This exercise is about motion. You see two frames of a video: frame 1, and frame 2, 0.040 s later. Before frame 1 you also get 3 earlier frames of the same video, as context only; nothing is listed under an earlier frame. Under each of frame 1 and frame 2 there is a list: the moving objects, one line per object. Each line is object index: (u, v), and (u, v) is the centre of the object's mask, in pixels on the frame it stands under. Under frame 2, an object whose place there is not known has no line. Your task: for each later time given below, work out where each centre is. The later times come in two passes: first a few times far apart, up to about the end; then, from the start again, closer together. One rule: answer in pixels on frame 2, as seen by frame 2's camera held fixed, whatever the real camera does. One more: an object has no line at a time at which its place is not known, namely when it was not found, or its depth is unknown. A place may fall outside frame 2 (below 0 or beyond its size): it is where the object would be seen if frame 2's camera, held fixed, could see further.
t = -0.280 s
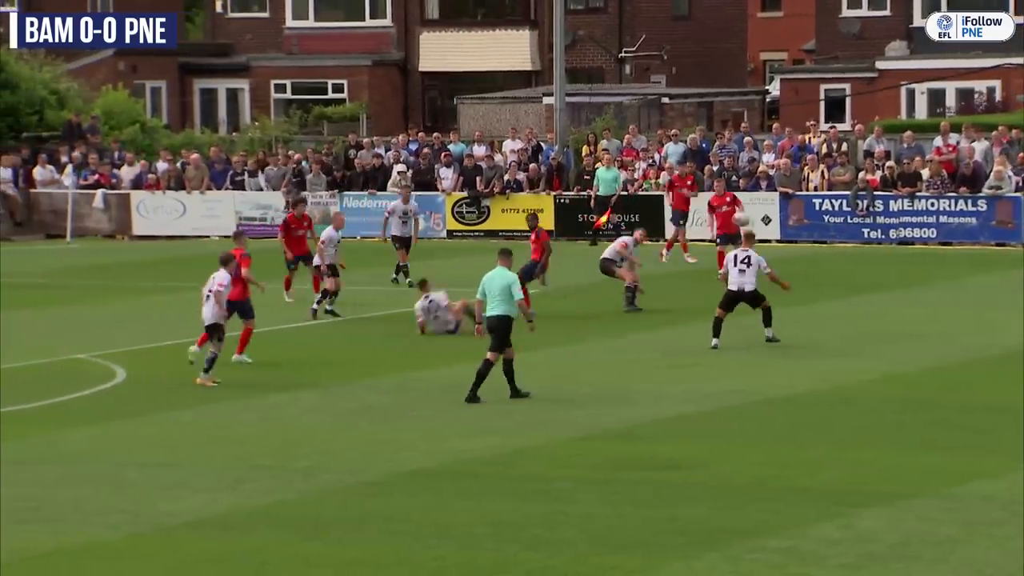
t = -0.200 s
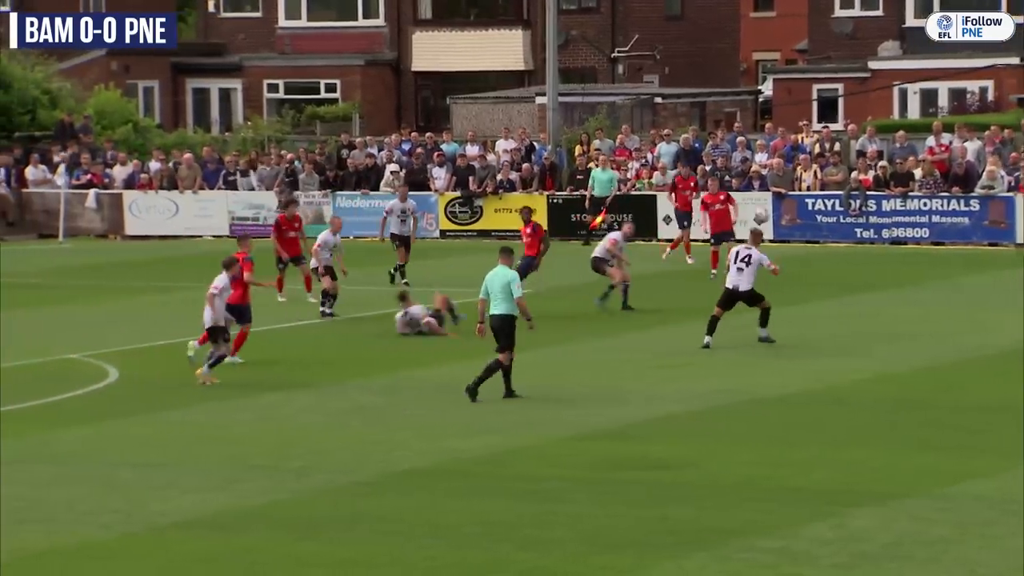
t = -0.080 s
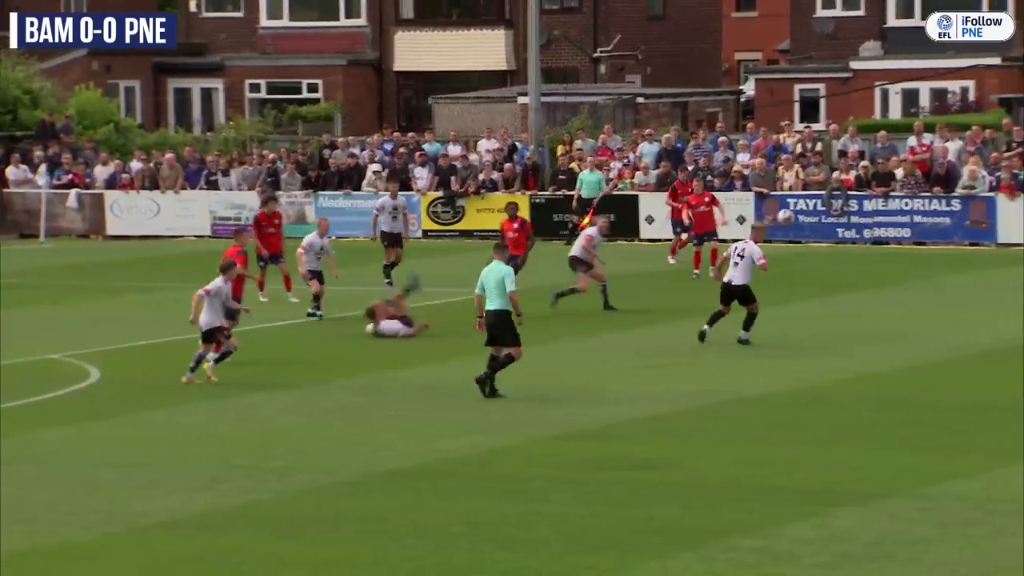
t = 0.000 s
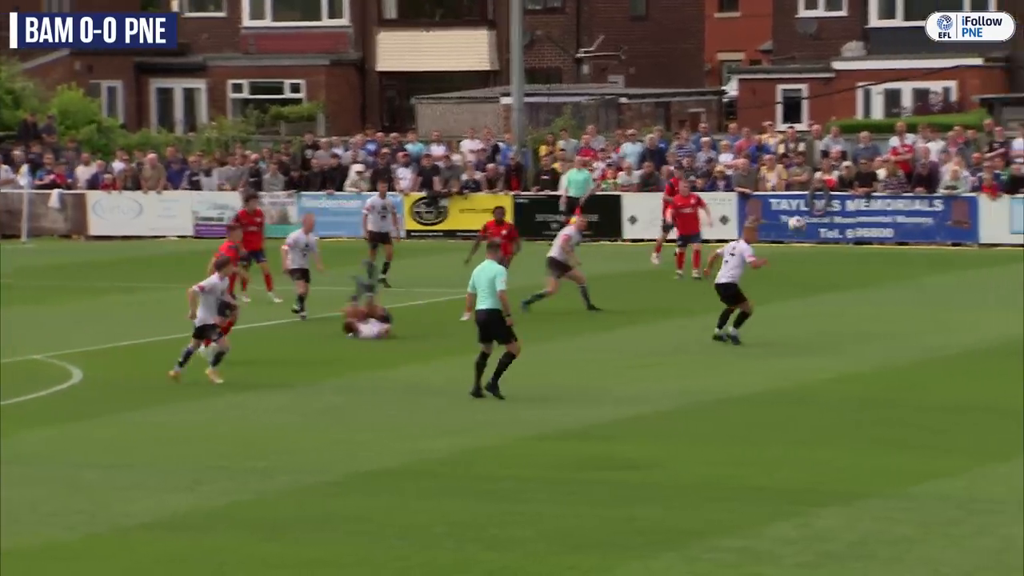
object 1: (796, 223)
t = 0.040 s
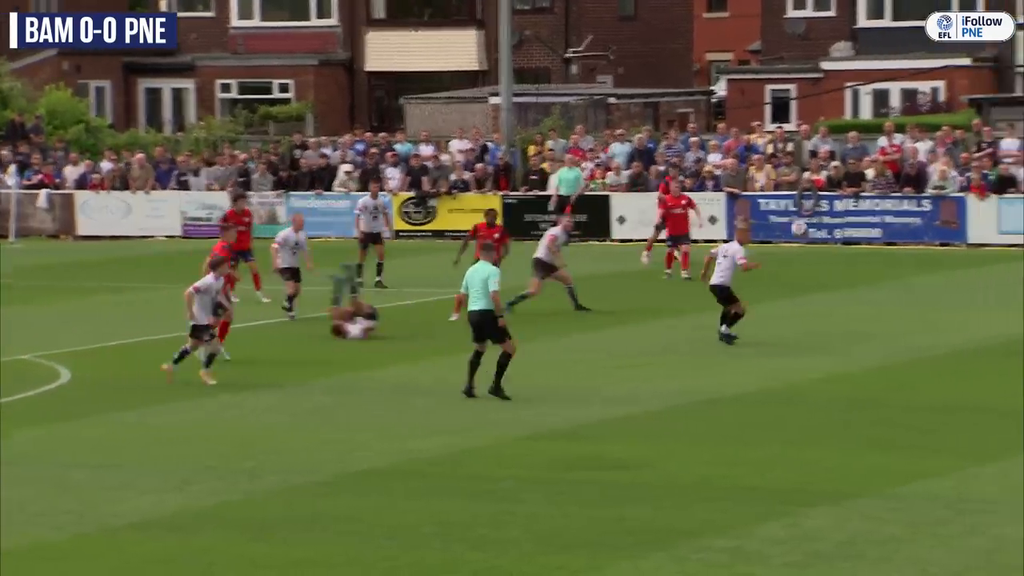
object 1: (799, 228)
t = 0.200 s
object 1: (855, 260)
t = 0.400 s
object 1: (931, 327)
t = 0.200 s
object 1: (855, 260)
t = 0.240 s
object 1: (870, 270)
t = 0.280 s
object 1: (884, 282)
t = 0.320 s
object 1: (900, 295)
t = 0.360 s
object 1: (915, 310)
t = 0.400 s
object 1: (931, 327)
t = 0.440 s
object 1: (947, 344)
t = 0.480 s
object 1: (965, 363)
